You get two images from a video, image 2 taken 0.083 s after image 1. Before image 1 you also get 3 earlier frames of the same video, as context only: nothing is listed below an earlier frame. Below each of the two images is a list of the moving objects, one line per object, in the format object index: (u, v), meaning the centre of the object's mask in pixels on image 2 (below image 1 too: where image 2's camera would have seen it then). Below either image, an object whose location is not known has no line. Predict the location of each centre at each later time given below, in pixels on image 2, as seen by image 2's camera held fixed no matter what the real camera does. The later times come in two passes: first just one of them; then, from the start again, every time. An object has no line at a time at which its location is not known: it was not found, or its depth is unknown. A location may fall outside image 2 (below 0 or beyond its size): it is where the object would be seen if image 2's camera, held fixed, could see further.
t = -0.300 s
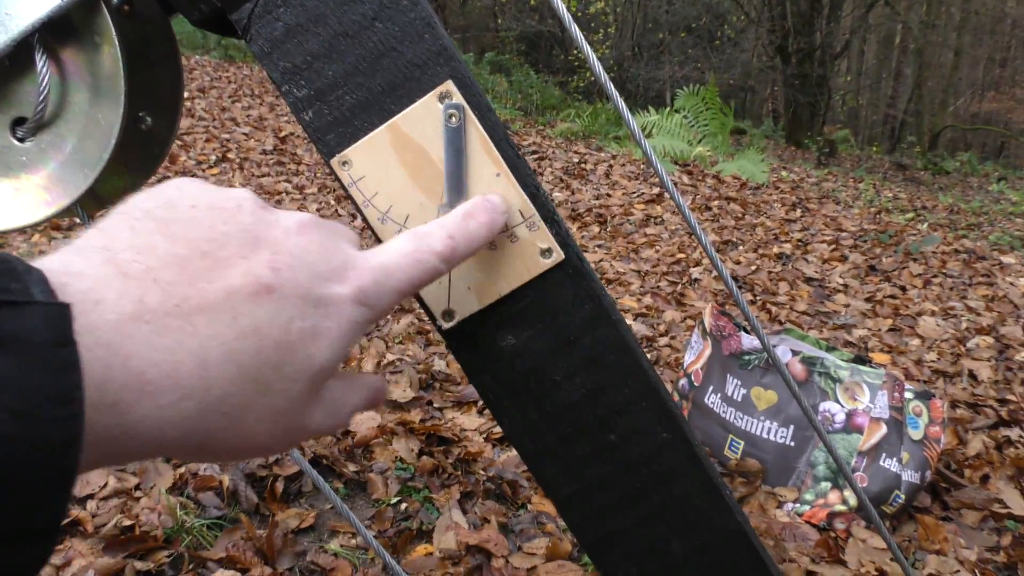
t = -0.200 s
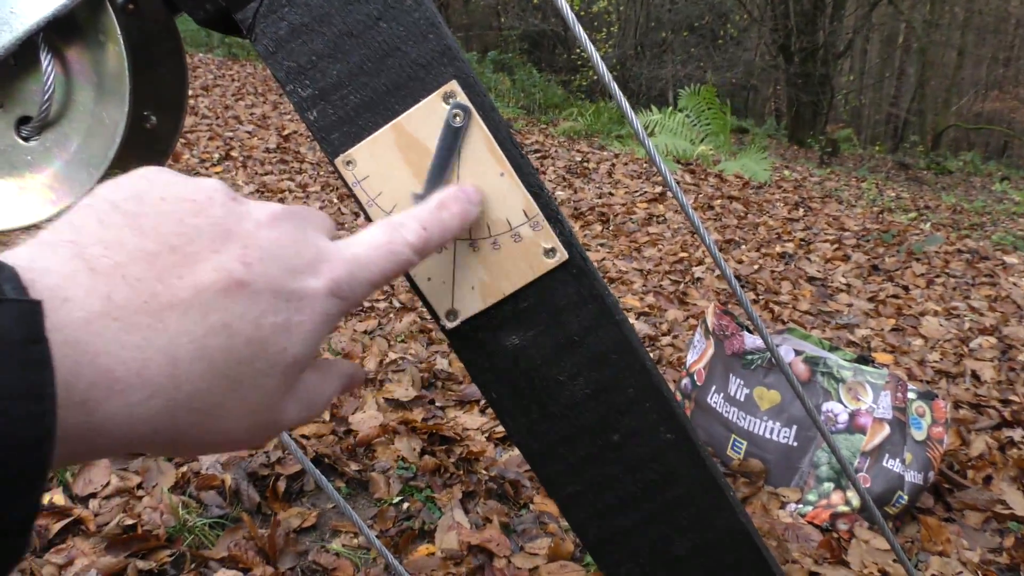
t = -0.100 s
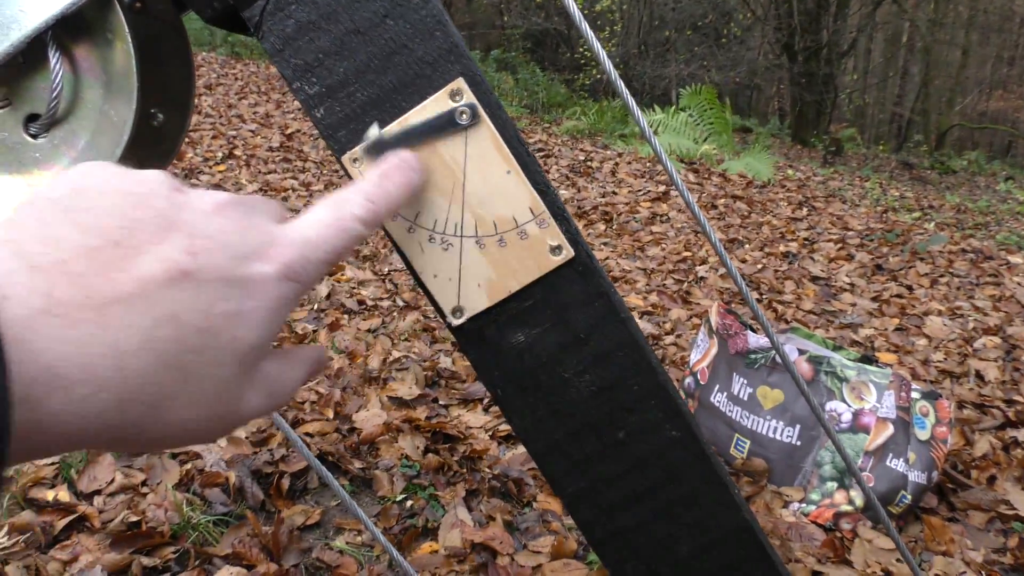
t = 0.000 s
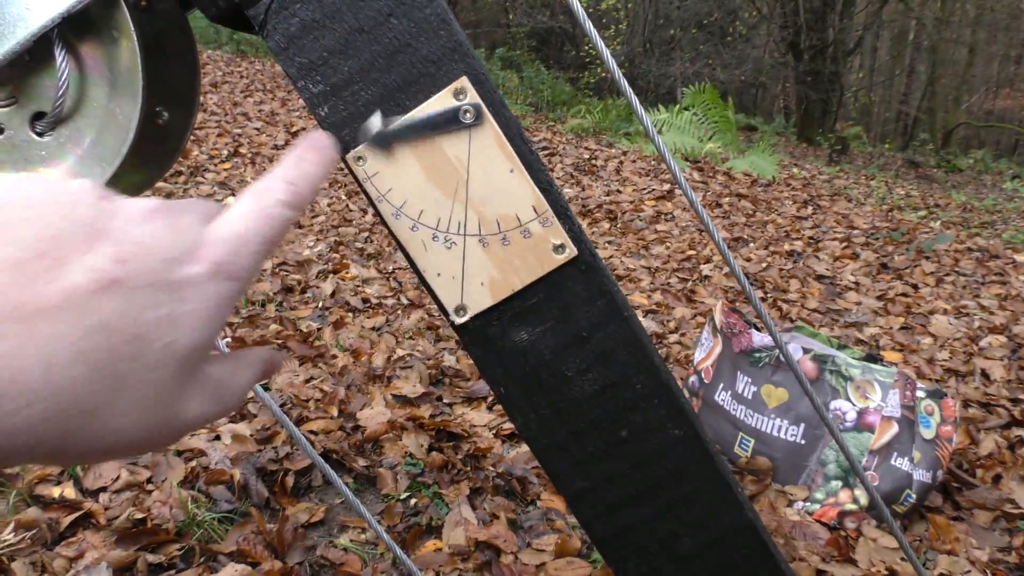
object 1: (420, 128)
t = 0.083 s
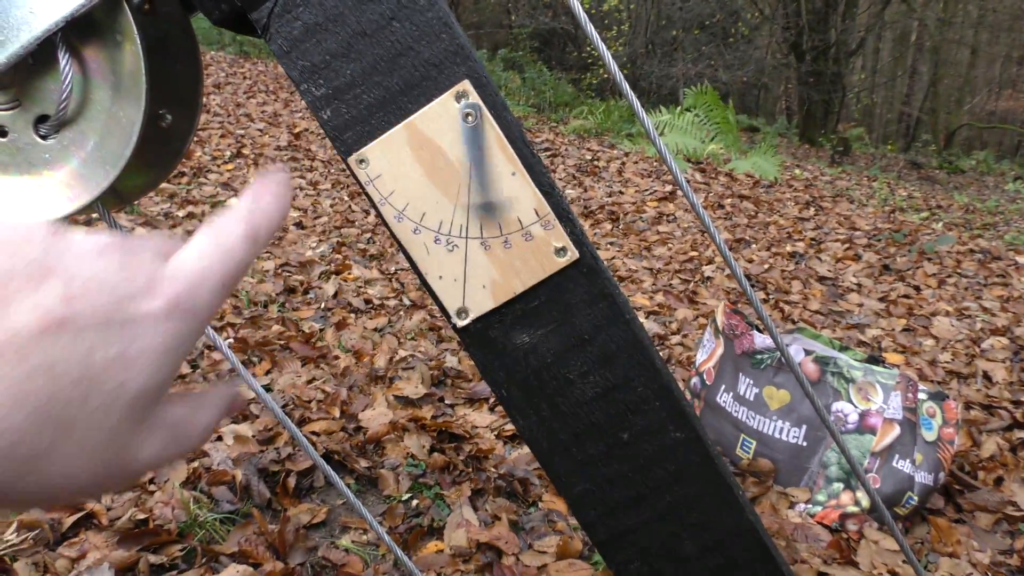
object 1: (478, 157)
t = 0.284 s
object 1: (474, 159)
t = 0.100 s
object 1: (486, 149)
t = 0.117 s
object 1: (506, 152)
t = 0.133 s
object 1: (509, 144)
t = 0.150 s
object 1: (512, 138)
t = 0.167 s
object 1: (515, 135)
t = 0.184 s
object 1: (515, 135)
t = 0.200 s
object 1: (514, 138)
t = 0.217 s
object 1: (511, 142)
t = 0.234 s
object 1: (507, 149)
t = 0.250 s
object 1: (498, 155)
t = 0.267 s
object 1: (485, 160)
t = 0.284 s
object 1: (474, 159)
